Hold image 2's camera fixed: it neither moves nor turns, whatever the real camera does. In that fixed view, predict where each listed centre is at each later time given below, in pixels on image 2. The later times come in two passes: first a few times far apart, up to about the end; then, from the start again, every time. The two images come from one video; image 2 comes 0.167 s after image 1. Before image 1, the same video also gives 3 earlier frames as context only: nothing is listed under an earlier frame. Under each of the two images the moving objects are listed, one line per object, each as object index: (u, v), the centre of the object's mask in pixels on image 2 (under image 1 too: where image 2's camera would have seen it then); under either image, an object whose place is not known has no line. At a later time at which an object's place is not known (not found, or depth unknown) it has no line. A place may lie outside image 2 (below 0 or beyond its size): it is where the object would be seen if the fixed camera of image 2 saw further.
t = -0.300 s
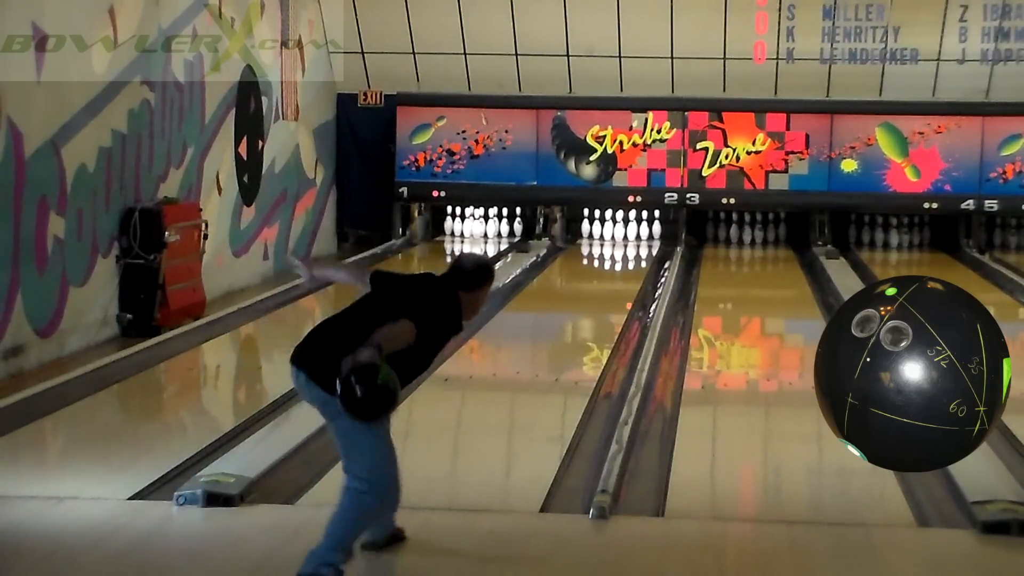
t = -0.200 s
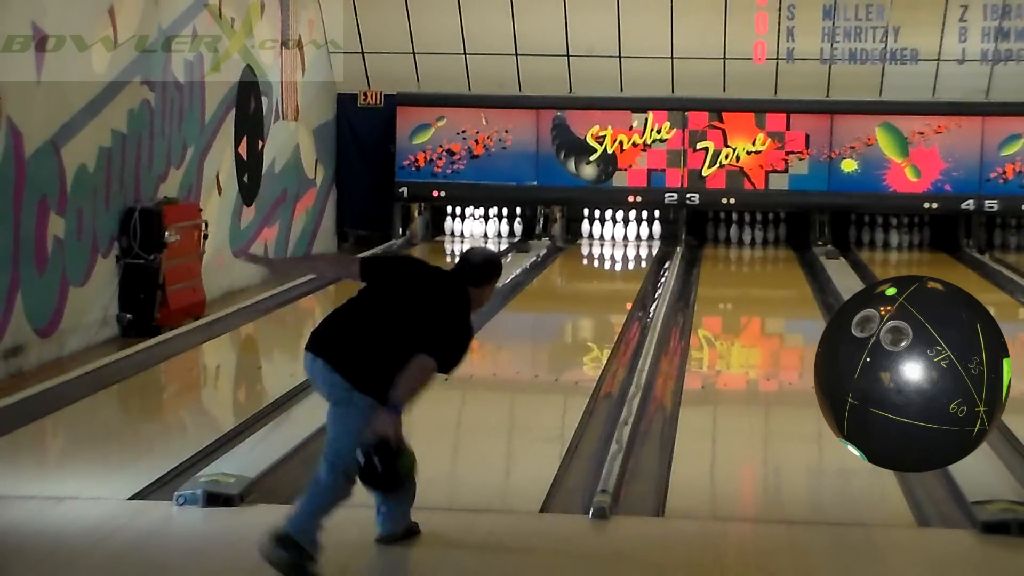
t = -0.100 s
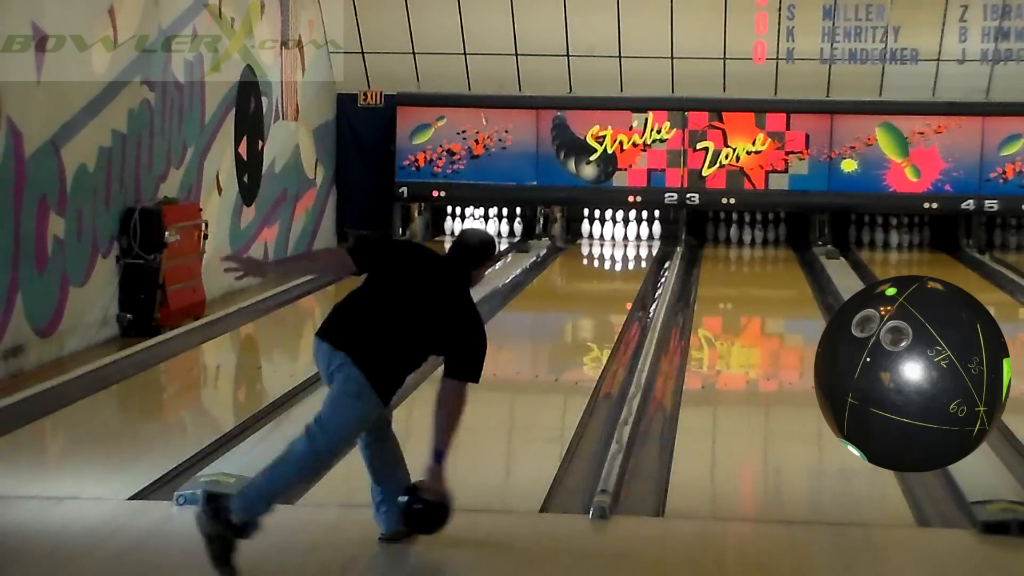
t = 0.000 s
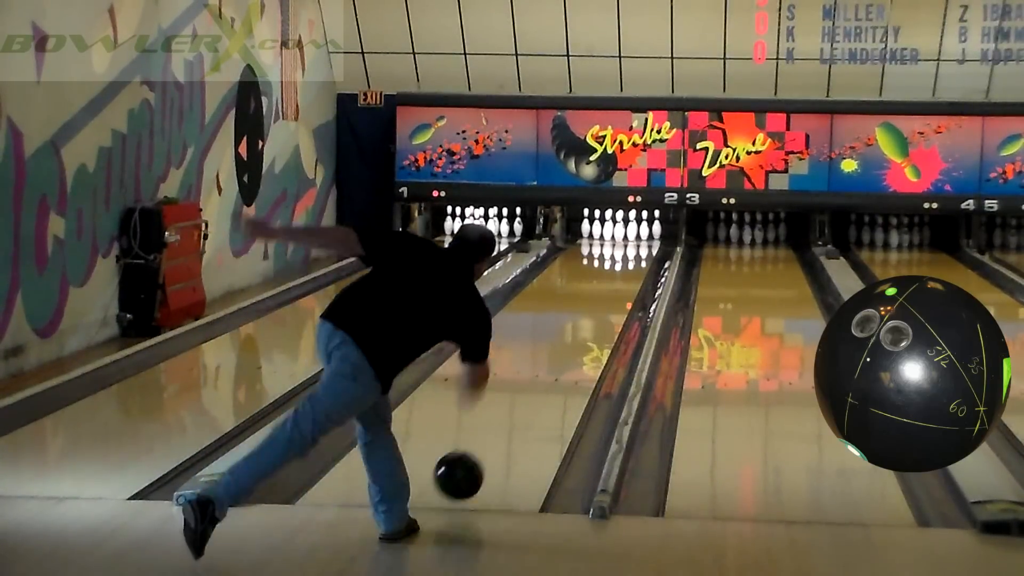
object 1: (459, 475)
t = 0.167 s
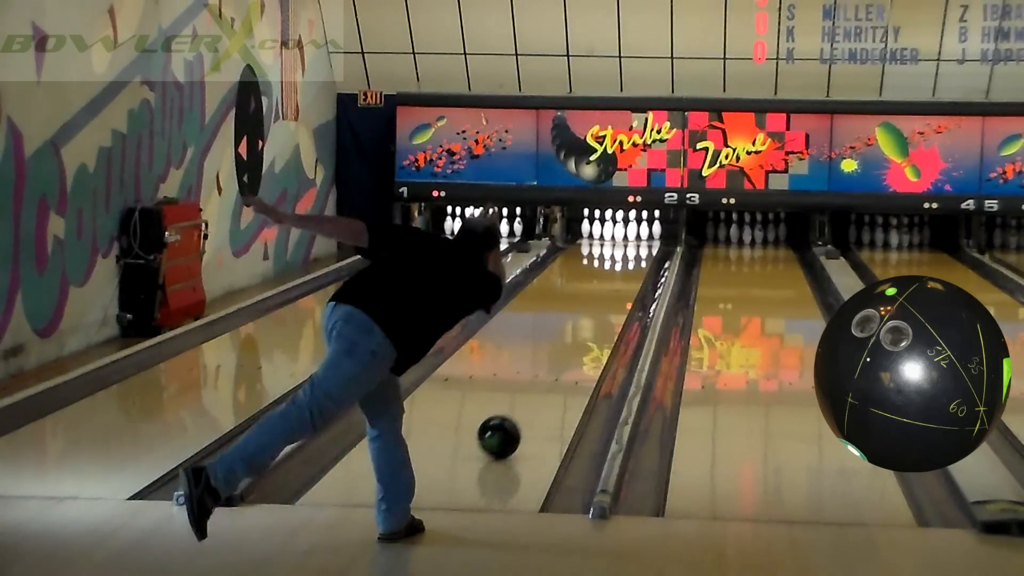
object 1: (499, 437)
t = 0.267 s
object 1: (518, 413)
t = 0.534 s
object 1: (557, 362)
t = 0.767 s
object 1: (581, 331)
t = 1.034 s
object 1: (600, 303)
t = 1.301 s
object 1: (613, 282)
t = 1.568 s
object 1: (622, 265)
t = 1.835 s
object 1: (627, 252)
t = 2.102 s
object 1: (627, 241)
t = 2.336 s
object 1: (625, 234)
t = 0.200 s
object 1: (506, 428)
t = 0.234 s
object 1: (512, 420)
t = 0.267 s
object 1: (518, 413)
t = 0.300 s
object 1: (524, 405)
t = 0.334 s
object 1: (529, 398)
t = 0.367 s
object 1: (535, 391)
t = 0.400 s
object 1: (540, 385)
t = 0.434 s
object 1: (544, 379)
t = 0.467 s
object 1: (549, 373)
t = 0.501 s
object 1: (553, 367)
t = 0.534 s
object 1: (557, 362)
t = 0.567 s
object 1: (561, 357)
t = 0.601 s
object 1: (564, 352)
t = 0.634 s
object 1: (568, 348)
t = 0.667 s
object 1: (571, 343)
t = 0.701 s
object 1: (575, 339)
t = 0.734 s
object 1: (578, 335)
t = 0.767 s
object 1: (581, 331)
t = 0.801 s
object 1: (583, 327)
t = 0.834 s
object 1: (586, 323)
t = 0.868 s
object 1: (589, 320)
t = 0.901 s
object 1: (591, 316)
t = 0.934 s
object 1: (593, 312)
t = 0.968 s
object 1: (595, 309)
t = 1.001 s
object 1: (598, 306)
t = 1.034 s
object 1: (600, 303)
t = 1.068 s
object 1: (602, 300)
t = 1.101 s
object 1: (604, 297)
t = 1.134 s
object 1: (605, 295)
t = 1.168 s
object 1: (607, 292)
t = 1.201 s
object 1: (609, 289)
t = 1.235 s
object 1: (610, 287)
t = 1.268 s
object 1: (612, 284)
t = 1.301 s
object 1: (613, 282)
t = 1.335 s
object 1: (614, 280)
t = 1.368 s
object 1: (616, 278)
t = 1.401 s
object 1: (617, 275)
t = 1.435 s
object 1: (618, 273)
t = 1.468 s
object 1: (619, 271)
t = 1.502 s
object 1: (620, 269)
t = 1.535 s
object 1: (621, 267)
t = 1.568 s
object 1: (622, 265)
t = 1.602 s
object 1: (623, 263)
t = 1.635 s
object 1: (624, 261)
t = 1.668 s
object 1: (624, 260)
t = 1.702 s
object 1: (625, 258)
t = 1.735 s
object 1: (626, 256)
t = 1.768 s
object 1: (626, 254)
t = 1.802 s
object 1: (626, 253)
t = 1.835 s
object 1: (627, 252)
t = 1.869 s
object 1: (627, 250)
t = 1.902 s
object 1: (627, 248)
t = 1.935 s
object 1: (627, 247)
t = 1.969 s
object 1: (627, 245)
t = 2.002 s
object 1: (627, 244)
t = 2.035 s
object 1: (627, 243)
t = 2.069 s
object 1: (627, 242)
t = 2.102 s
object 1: (627, 241)
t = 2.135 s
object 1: (626, 240)
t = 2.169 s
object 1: (626, 239)
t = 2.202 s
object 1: (625, 238)
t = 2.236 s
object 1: (624, 237)
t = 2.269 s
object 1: (624, 236)
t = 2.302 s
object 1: (624, 234)
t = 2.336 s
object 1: (625, 234)
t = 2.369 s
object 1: (625, 233)
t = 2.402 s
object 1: (625, 233)
